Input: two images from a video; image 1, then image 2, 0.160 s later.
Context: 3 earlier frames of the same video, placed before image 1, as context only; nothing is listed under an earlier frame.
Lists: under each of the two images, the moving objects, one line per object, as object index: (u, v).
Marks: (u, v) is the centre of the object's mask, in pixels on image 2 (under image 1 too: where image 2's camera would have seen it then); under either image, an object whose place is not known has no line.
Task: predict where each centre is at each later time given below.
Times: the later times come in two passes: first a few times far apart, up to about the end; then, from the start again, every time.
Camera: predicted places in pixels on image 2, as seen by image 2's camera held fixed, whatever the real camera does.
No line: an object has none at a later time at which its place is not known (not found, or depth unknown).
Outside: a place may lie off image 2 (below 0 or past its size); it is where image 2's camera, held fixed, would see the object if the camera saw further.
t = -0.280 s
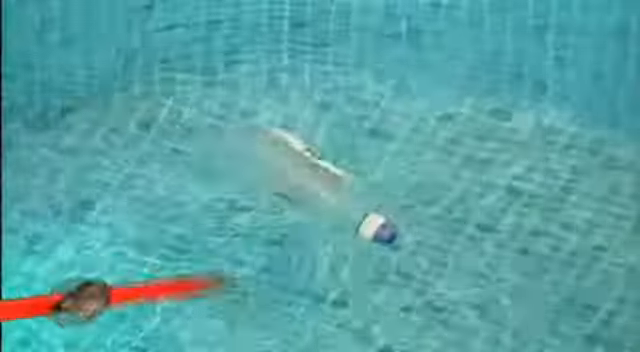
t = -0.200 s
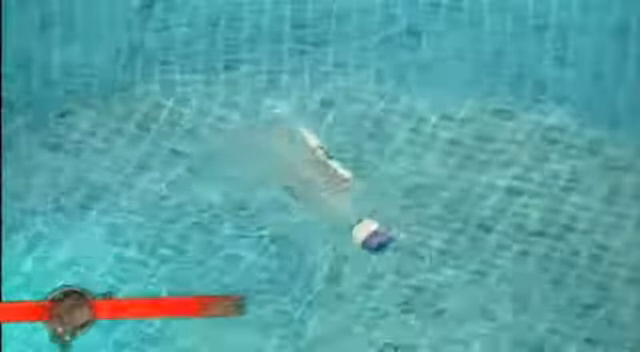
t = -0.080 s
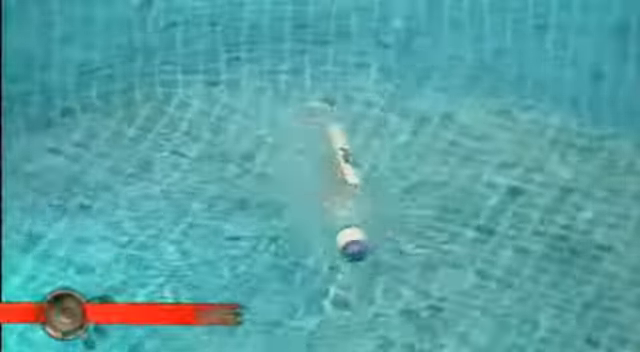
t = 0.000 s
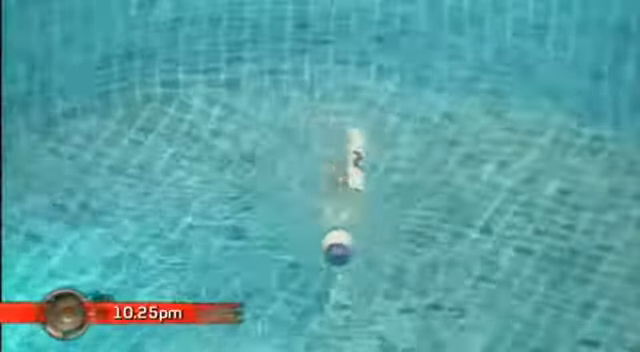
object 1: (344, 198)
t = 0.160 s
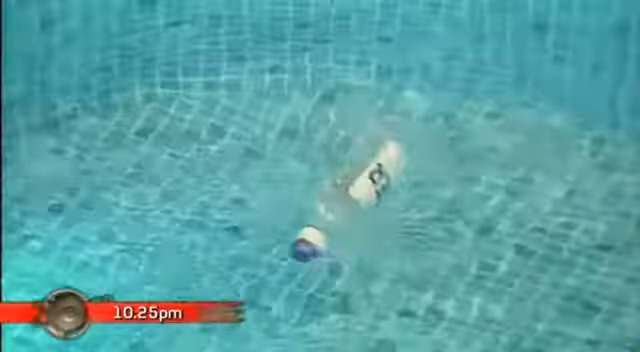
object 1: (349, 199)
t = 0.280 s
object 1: (352, 202)
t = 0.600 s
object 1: (353, 210)
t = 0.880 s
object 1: (338, 214)
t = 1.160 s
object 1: (323, 227)
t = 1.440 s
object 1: (309, 220)
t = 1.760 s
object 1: (305, 211)
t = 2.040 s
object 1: (305, 197)
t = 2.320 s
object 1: (318, 183)
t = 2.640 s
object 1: (330, 168)
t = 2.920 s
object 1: (346, 164)
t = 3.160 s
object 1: (355, 169)
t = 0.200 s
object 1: (349, 200)
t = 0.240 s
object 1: (351, 201)
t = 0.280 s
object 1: (352, 202)
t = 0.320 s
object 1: (361, 199)
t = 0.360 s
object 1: (358, 201)
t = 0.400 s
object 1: (350, 205)
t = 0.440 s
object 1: (349, 206)
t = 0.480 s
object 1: (354, 206)
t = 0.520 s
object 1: (357, 207)
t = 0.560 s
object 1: (354, 209)
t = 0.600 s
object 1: (353, 210)
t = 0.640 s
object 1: (353, 212)
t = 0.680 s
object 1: (350, 214)
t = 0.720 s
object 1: (345, 214)
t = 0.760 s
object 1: (341, 213)
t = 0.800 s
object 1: (343, 215)
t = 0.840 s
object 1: (343, 215)
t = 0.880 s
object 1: (338, 214)
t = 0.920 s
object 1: (336, 212)
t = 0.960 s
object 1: (338, 220)
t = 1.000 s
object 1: (334, 212)
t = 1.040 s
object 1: (333, 213)
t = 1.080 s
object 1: (331, 215)
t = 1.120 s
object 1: (327, 226)
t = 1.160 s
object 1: (323, 227)
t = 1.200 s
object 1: (321, 227)
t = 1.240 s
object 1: (318, 224)
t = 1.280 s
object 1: (316, 225)
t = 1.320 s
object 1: (313, 224)
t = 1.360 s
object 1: (311, 224)
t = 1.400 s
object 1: (310, 224)
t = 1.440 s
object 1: (309, 220)
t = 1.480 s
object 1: (309, 219)
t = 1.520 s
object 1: (306, 218)
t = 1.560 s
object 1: (306, 218)
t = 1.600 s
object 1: (304, 217)
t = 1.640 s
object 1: (305, 217)
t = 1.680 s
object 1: (306, 215)
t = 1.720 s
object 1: (304, 213)
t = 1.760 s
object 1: (305, 211)
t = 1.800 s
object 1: (303, 209)
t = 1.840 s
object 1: (300, 207)
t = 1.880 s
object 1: (300, 205)
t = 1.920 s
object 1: (304, 203)
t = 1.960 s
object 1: (304, 201)
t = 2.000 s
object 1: (305, 199)
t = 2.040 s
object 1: (305, 197)
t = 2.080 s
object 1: (304, 194)
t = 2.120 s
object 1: (303, 192)
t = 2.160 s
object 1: (306, 189)
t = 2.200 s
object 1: (310, 188)
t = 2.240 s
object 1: (313, 186)
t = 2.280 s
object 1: (317, 185)
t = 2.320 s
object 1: (318, 183)
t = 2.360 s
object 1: (319, 181)
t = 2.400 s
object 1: (320, 179)
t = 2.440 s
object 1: (322, 177)
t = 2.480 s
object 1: (323, 176)
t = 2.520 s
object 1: (325, 172)
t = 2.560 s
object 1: (326, 170)
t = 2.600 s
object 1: (329, 171)
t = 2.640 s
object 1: (330, 168)
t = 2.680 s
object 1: (332, 167)
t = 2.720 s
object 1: (337, 164)
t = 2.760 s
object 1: (339, 162)
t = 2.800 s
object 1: (341, 160)
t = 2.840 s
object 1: (344, 162)
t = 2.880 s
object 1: (345, 162)
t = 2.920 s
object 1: (346, 164)
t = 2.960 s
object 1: (347, 163)
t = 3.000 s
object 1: (349, 161)
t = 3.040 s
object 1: (350, 160)
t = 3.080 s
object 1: (354, 165)
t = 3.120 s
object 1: (356, 165)
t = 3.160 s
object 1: (355, 169)
